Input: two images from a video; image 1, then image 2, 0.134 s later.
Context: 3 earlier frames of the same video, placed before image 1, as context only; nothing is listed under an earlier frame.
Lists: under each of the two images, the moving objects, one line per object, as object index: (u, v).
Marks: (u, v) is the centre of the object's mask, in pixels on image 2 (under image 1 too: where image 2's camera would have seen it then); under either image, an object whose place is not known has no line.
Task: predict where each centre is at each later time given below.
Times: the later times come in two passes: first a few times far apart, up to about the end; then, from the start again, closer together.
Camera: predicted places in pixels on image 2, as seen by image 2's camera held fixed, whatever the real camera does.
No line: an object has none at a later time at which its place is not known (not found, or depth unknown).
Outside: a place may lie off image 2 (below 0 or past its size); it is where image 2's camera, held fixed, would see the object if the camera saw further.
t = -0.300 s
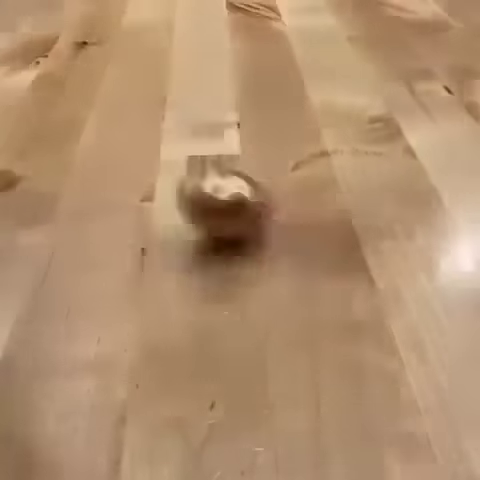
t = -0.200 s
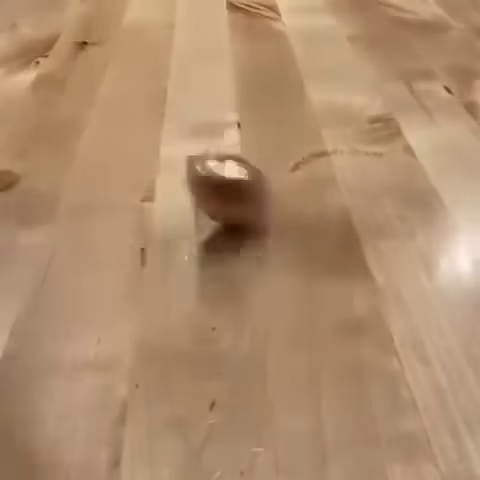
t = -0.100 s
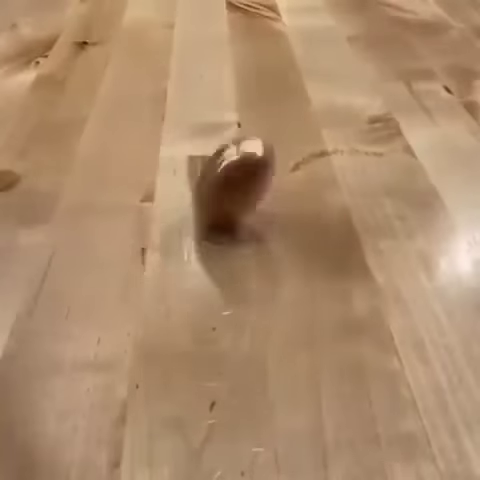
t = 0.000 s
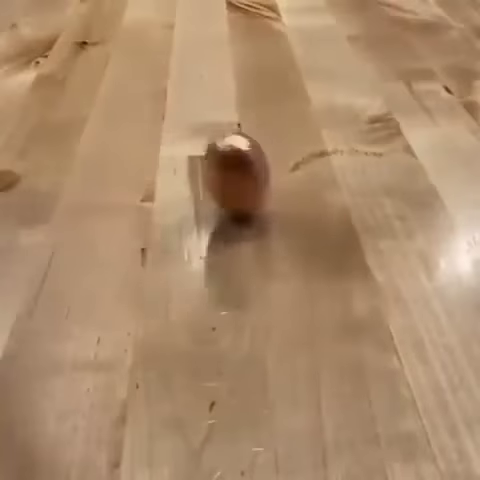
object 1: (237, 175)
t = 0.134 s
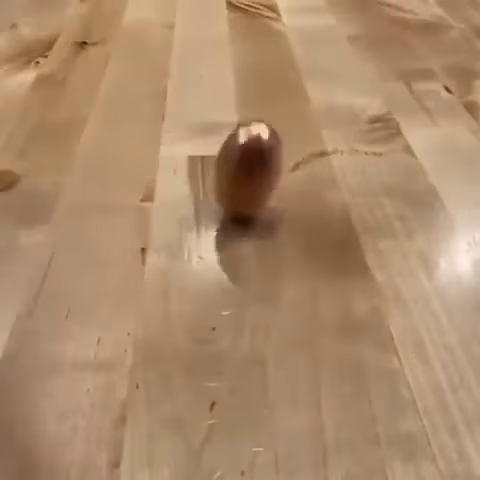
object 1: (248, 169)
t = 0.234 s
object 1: (255, 168)
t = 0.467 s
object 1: (269, 170)
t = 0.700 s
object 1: (274, 175)
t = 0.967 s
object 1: (266, 175)
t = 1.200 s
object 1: (261, 170)
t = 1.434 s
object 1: (268, 164)
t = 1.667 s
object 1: (279, 164)
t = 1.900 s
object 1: (284, 167)
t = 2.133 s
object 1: (281, 168)
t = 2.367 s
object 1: (279, 166)
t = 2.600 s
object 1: (281, 163)
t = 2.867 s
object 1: (283, 163)
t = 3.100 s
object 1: (283, 165)
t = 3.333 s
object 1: (281, 165)
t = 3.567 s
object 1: (278, 164)
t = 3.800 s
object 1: (276, 161)
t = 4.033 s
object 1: (277, 156)
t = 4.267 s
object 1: (283, 154)
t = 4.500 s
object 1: (288, 154)
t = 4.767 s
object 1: (287, 155)
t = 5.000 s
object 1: (284, 154)
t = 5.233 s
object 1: (286, 152)
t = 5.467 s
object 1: (291, 150)
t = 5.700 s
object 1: (294, 151)
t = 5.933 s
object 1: (292, 151)
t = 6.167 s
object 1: (292, 148)
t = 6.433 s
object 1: (292, 146)
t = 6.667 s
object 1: (295, 145)
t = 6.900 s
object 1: (293, 144)
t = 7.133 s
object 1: (292, 142)
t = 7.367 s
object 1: (291, 139)
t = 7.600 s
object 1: (293, 136)
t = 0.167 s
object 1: (249, 169)
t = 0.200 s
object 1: (252, 168)
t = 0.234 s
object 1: (255, 168)
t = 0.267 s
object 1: (256, 168)
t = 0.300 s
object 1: (259, 167)
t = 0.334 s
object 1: (262, 169)
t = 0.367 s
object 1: (263, 169)
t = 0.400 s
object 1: (267, 168)
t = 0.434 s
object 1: (269, 169)
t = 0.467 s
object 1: (269, 170)
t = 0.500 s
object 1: (271, 170)
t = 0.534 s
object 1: (273, 171)
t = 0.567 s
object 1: (273, 172)
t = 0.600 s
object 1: (273, 173)
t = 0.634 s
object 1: (275, 173)
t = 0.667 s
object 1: (275, 174)
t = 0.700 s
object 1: (274, 175)
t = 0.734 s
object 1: (274, 175)
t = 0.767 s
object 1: (274, 176)
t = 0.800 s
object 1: (272, 176)
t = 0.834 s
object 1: (271, 176)
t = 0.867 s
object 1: (271, 176)
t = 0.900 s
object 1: (270, 176)
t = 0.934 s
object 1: (267, 176)
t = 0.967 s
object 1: (266, 175)
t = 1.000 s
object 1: (266, 175)
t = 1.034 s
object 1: (264, 175)
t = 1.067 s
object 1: (262, 174)
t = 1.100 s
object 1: (262, 173)
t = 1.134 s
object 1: (262, 172)
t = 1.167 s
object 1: (261, 172)
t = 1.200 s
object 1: (261, 170)
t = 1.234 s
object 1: (262, 170)
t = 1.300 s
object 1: (263, 168)
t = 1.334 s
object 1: (264, 167)
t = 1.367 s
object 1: (266, 166)
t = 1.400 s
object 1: (267, 165)
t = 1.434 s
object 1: (268, 164)
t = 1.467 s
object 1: (270, 164)
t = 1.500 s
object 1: (272, 164)
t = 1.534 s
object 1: (273, 164)
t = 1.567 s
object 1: (275, 163)
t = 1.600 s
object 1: (277, 163)
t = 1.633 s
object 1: (278, 164)
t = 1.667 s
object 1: (279, 164)
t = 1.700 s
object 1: (280, 164)
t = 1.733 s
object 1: (282, 164)
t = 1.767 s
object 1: (282, 165)
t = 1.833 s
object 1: (284, 166)
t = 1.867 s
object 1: (284, 166)
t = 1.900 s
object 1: (284, 167)
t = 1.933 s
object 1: (283, 167)
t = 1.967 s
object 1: (283, 168)
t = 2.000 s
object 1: (283, 168)
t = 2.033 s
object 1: (282, 168)
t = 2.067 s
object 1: (282, 168)
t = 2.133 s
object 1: (281, 168)
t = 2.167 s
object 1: (281, 168)
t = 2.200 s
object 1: (280, 168)
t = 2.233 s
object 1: (280, 168)
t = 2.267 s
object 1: (280, 168)
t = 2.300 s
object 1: (279, 167)
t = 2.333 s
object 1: (279, 166)
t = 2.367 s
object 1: (279, 166)
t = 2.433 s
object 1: (279, 165)
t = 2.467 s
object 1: (279, 165)
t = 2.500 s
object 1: (279, 164)
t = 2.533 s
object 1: (280, 164)
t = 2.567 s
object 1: (280, 164)
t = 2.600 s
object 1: (281, 163)
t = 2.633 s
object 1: (281, 163)
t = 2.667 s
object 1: (281, 163)
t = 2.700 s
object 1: (282, 163)
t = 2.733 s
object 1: (282, 163)
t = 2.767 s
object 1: (283, 163)
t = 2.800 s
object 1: (283, 163)
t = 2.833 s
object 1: (283, 163)
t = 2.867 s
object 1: (283, 163)
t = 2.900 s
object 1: (283, 164)
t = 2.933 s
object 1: (283, 164)
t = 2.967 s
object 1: (283, 164)
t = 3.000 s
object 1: (283, 164)
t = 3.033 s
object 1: (283, 164)
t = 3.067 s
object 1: (283, 165)
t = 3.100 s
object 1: (283, 165)
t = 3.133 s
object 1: (283, 165)
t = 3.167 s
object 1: (283, 165)
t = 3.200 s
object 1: (283, 165)
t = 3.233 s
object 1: (283, 165)
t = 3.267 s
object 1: (282, 165)
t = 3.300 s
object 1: (282, 165)
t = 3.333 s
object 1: (281, 165)
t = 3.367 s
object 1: (281, 165)
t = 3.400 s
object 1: (280, 165)
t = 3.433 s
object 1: (280, 164)
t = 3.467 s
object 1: (280, 164)
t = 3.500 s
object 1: (279, 164)
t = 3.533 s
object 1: (278, 164)
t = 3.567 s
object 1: (278, 164)
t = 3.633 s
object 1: (277, 163)
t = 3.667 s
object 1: (277, 162)
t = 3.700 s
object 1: (277, 162)
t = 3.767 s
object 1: (276, 161)
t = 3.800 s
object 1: (276, 161)
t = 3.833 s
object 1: (276, 160)
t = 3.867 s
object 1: (276, 159)
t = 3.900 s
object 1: (276, 158)
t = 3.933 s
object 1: (276, 158)
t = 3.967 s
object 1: (277, 157)
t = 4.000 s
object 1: (277, 157)
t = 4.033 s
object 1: (277, 156)
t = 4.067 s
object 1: (278, 156)
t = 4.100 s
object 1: (279, 155)
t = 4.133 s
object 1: (279, 155)
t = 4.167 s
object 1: (280, 155)
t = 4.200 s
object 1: (281, 154)
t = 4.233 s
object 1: (282, 154)
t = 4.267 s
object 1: (283, 154)
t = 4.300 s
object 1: (283, 154)
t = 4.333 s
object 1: (284, 153)
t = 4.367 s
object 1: (285, 153)
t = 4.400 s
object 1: (286, 154)
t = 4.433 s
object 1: (286, 154)
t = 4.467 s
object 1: (287, 153)
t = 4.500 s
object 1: (288, 154)
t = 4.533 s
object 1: (288, 154)
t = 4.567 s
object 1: (288, 154)
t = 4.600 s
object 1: (288, 154)
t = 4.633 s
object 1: (289, 155)
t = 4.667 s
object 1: (289, 155)
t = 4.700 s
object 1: (288, 155)
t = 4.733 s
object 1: (287, 155)
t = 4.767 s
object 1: (287, 155)
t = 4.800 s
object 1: (287, 155)
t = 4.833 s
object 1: (286, 155)
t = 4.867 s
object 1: (285, 154)
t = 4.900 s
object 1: (285, 154)
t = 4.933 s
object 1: (285, 154)
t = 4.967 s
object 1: (285, 154)
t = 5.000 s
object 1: (284, 154)
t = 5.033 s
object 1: (284, 153)
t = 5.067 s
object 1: (284, 153)
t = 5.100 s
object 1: (284, 153)
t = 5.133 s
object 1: (284, 152)
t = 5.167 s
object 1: (285, 152)
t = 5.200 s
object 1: (285, 152)
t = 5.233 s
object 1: (286, 152)
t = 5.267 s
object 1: (286, 151)
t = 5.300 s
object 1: (287, 151)
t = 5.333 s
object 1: (288, 151)
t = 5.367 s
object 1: (289, 151)
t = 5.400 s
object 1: (289, 151)
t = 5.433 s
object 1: (290, 151)
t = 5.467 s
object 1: (291, 150)
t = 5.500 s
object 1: (292, 150)
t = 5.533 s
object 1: (293, 151)
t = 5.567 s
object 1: (293, 151)
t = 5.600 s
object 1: (293, 151)
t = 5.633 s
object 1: (294, 151)
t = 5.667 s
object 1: (294, 151)
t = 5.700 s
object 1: (294, 151)
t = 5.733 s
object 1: (294, 151)
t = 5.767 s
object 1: (294, 151)
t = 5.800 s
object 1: (294, 151)
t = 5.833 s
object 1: (293, 151)
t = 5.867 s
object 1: (293, 151)
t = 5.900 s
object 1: (292, 151)
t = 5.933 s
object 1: (292, 151)
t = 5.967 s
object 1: (292, 150)
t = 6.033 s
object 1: (292, 150)
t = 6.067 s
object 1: (292, 149)
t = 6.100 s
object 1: (292, 149)
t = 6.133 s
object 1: (292, 148)
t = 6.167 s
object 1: (292, 148)
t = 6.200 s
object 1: (292, 148)
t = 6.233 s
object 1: (292, 147)
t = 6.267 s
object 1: (292, 147)
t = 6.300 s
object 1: (292, 147)
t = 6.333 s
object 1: (292, 147)
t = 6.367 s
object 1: (292, 146)
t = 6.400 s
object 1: (292, 146)
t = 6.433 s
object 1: (292, 146)
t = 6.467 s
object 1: (293, 146)
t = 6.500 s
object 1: (293, 145)
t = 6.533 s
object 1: (294, 145)
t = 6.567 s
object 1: (294, 145)
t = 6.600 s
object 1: (295, 145)
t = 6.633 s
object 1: (295, 145)
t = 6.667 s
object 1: (295, 145)
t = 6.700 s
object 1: (295, 145)
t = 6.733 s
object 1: (295, 145)
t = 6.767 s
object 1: (295, 145)
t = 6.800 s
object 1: (294, 144)
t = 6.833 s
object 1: (294, 144)
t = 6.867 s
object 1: (293, 144)
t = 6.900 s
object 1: (293, 144)
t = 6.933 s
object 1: (293, 143)
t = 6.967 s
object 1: (293, 143)
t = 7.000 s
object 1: (293, 143)
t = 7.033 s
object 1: (293, 142)
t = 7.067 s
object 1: (293, 142)
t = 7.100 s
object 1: (293, 142)
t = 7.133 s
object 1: (292, 142)
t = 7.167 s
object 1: (291, 141)
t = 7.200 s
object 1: (291, 141)
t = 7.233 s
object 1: (291, 140)
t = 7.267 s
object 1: (291, 140)
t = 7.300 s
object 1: (291, 140)
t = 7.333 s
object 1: (291, 139)
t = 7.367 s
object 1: (291, 139)
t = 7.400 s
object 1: (291, 138)
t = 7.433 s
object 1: (292, 138)
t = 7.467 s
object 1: (292, 137)
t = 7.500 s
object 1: (292, 137)
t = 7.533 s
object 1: (293, 137)
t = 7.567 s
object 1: (293, 136)
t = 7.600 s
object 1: (293, 136)
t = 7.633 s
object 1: (294, 136)
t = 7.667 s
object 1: (295, 136)
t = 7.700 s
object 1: (296, 136)
